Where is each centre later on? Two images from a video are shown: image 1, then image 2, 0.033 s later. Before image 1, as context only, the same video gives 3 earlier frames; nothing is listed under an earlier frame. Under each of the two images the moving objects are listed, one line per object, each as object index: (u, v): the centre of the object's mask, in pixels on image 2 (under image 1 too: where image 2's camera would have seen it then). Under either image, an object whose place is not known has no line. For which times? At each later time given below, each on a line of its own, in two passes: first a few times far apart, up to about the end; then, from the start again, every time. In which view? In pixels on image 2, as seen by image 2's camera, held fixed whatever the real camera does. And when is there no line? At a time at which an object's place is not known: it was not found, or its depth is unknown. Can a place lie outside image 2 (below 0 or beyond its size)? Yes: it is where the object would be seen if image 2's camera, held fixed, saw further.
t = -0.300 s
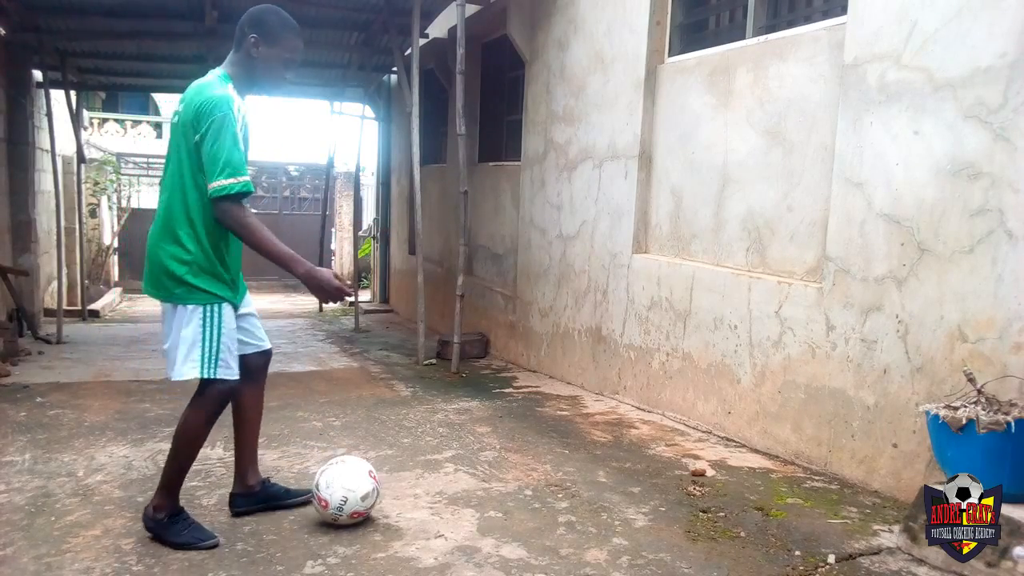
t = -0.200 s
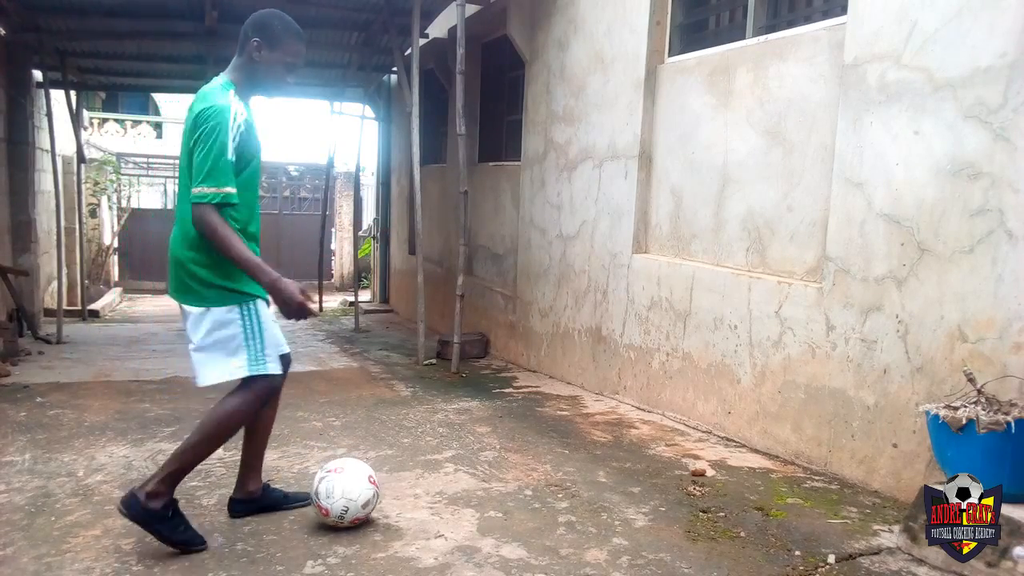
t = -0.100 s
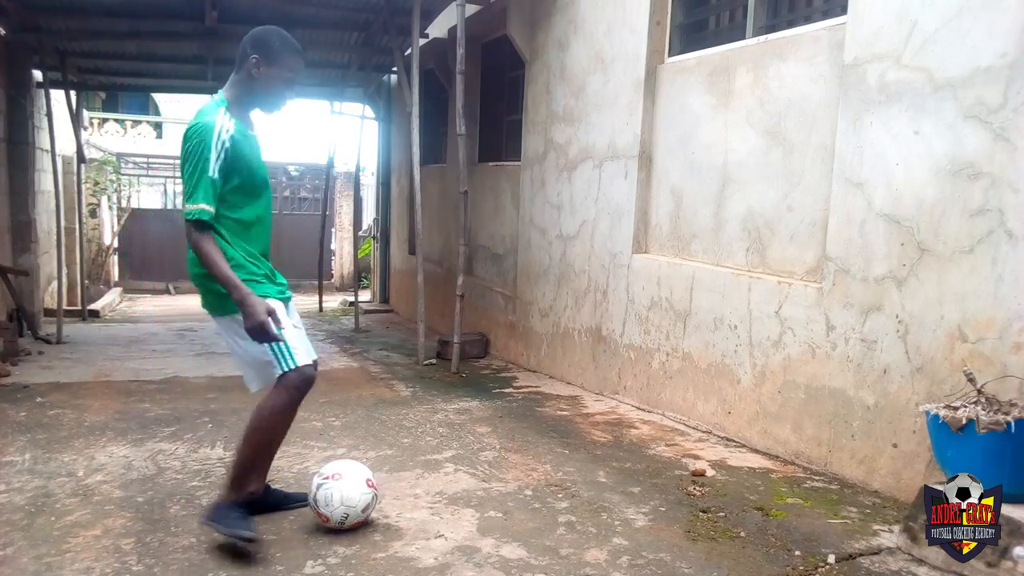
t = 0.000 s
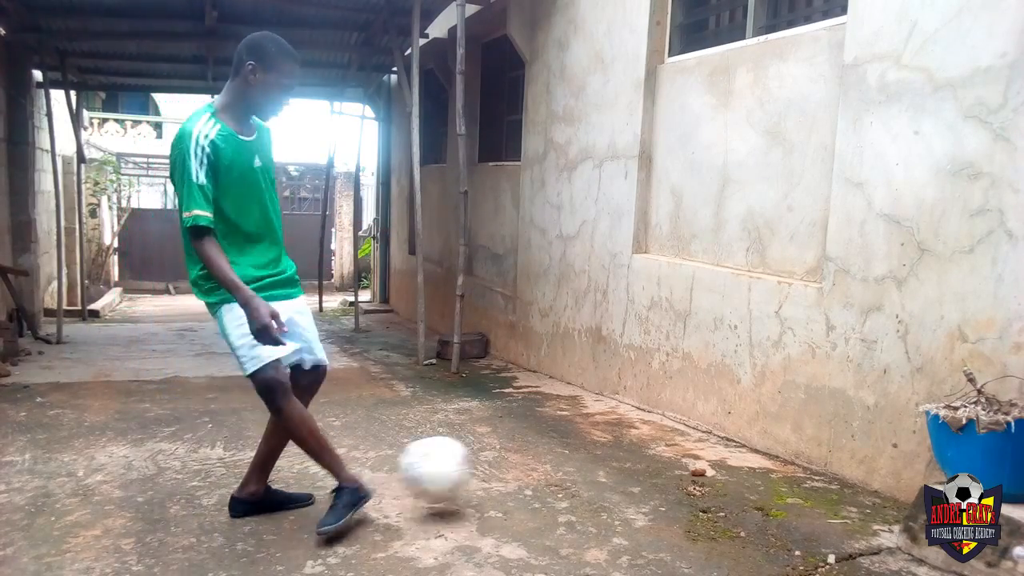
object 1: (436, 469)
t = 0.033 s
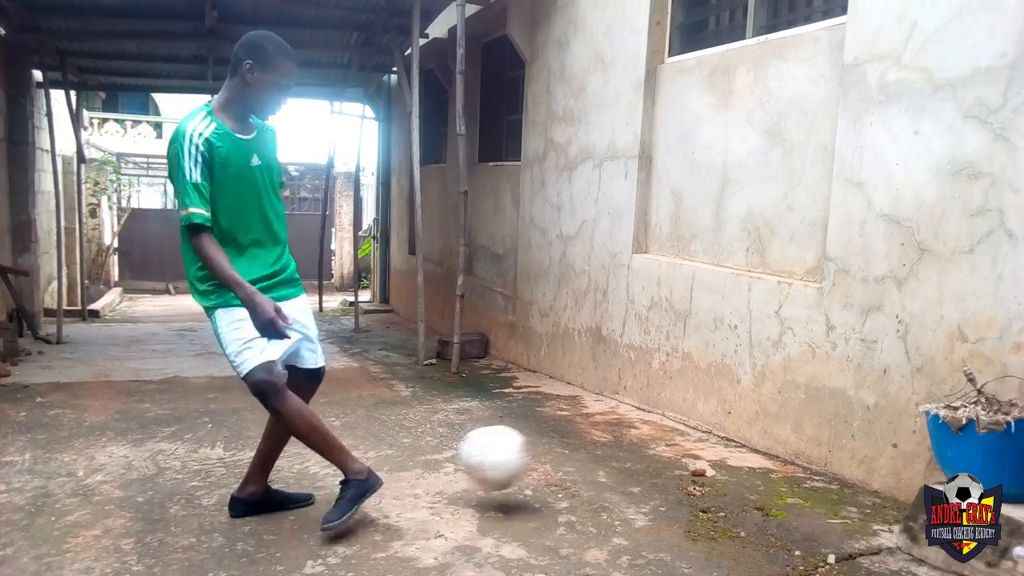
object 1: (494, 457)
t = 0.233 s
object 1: (788, 441)
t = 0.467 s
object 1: (602, 439)
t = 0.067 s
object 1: (549, 448)
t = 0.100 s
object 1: (603, 443)
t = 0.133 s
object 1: (653, 442)
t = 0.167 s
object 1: (703, 444)
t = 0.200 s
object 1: (749, 449)
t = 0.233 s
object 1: (788, 441)
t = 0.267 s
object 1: (774, 431)
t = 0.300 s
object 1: (748, 426)
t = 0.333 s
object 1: (721, 423)
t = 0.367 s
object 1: (692, 423)
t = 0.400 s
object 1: (663, 425)
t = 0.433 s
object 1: (633, 431)
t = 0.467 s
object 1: (602, 439)
